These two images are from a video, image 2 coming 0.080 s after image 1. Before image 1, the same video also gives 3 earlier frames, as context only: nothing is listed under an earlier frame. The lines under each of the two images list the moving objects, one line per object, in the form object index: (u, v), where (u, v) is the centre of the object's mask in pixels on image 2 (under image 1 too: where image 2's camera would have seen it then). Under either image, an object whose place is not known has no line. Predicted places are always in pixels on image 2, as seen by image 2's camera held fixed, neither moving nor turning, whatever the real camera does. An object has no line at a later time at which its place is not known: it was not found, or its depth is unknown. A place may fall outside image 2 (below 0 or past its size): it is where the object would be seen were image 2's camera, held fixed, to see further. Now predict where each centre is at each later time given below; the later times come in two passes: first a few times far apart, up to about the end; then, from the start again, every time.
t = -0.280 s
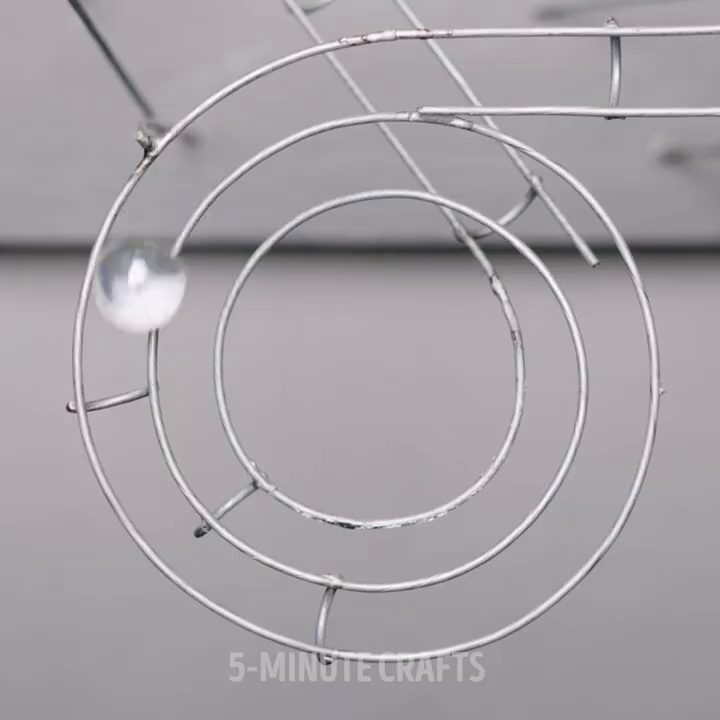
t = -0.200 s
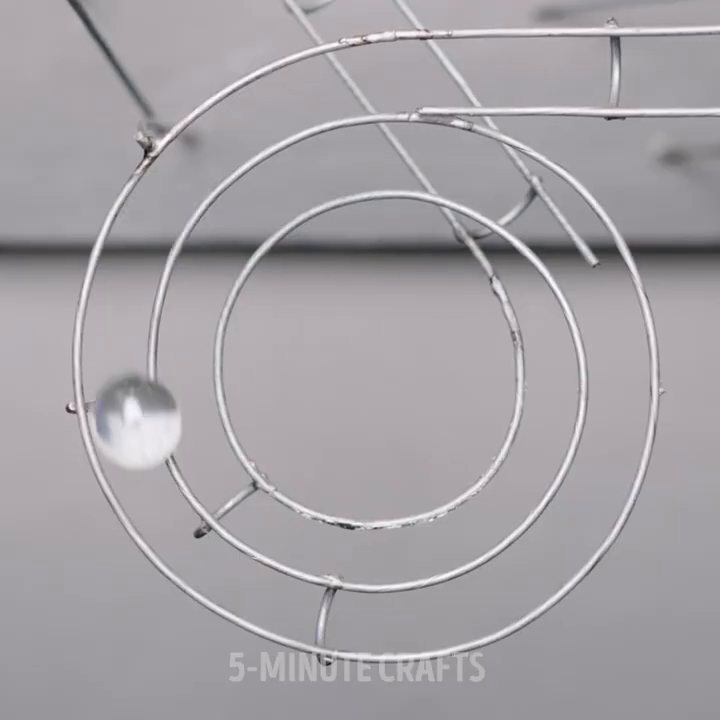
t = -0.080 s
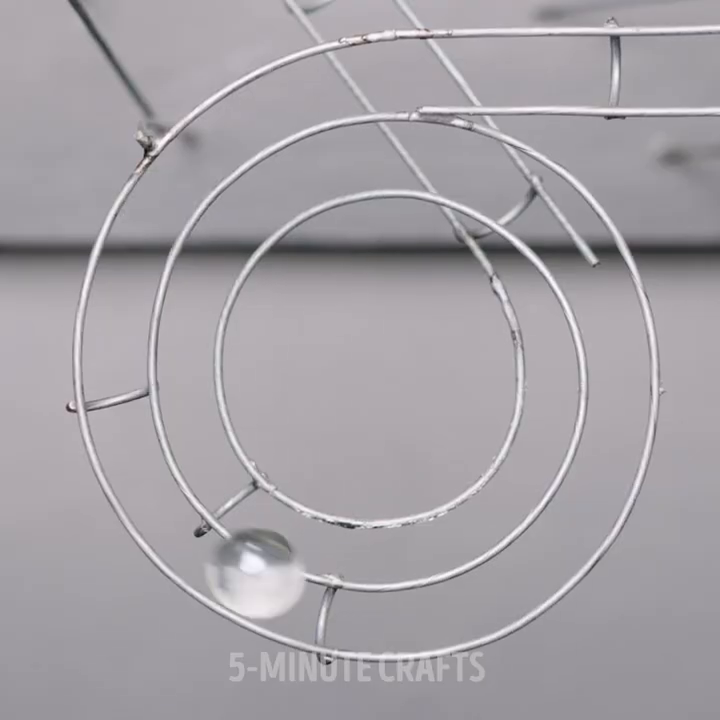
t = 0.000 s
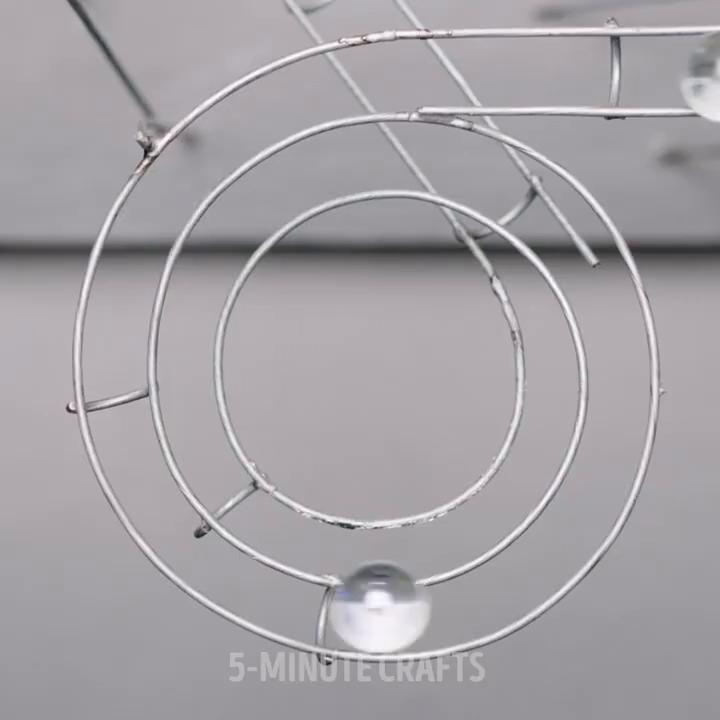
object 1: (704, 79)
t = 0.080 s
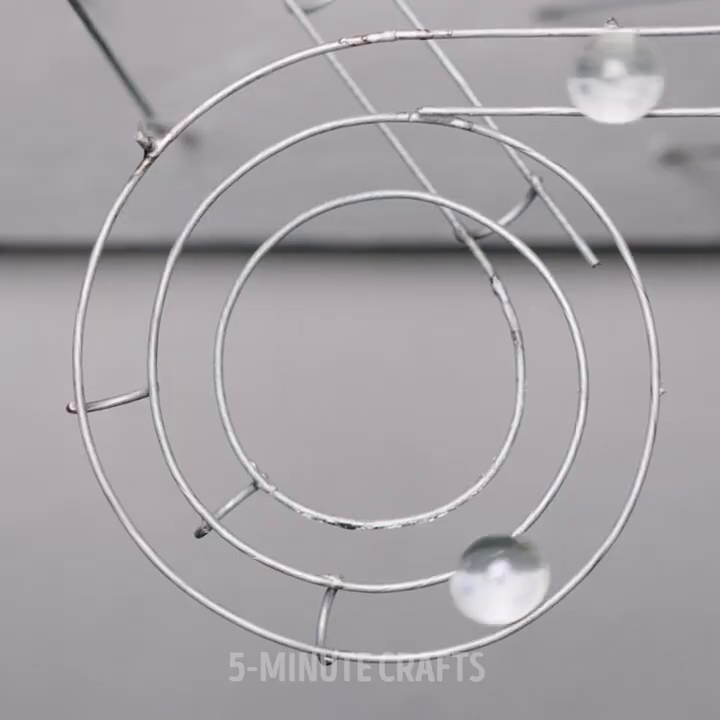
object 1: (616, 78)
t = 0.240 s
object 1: (338, 92)
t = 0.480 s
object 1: (136, 423)
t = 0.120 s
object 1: (552, 79)
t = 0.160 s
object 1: (485, 80)
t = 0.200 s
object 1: (411, 83)
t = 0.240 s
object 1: (338, 92)
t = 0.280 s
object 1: (267, 119)
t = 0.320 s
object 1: (208, 164)
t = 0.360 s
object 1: (163, 224)
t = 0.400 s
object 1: (137, 291)
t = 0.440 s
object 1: (129, 359)
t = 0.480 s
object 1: (136, 423)
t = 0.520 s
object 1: (161, 481)
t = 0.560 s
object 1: (199, 533)
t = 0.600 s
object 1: (251, 571)
